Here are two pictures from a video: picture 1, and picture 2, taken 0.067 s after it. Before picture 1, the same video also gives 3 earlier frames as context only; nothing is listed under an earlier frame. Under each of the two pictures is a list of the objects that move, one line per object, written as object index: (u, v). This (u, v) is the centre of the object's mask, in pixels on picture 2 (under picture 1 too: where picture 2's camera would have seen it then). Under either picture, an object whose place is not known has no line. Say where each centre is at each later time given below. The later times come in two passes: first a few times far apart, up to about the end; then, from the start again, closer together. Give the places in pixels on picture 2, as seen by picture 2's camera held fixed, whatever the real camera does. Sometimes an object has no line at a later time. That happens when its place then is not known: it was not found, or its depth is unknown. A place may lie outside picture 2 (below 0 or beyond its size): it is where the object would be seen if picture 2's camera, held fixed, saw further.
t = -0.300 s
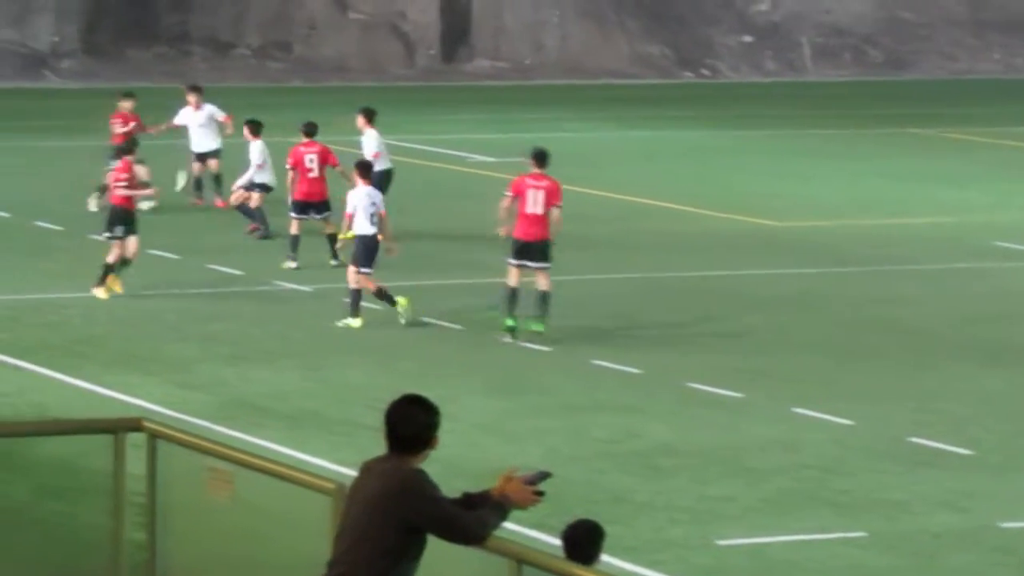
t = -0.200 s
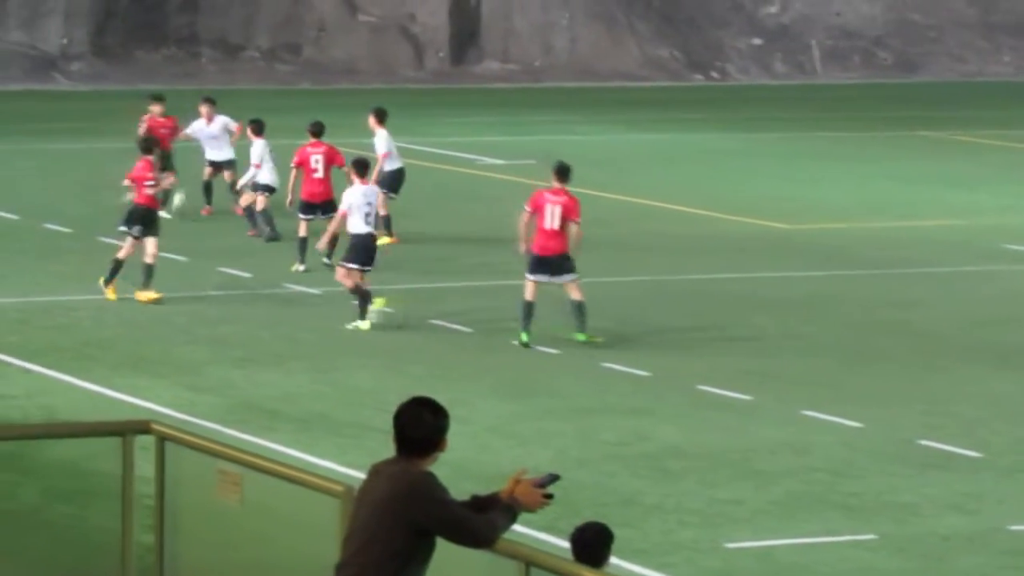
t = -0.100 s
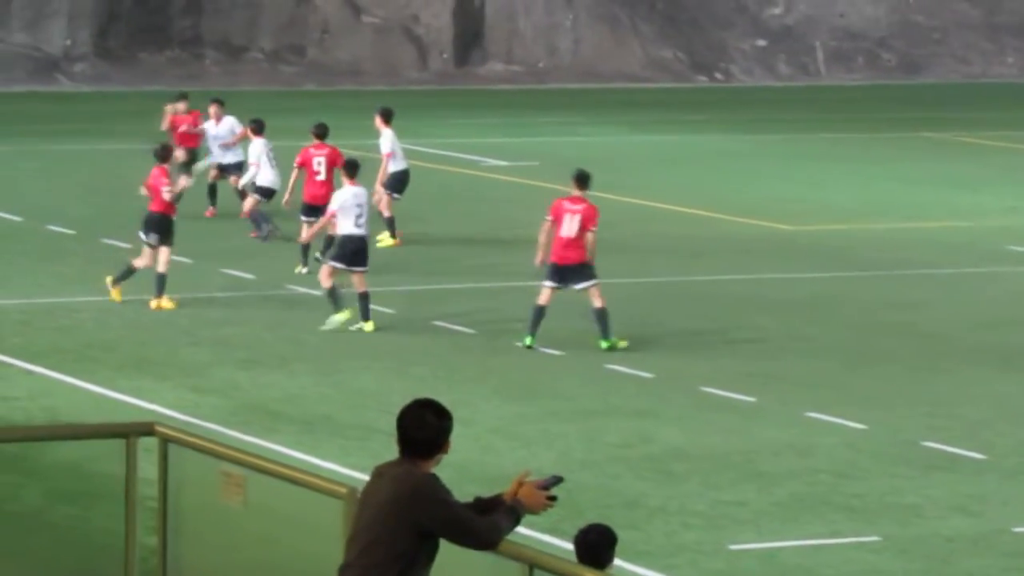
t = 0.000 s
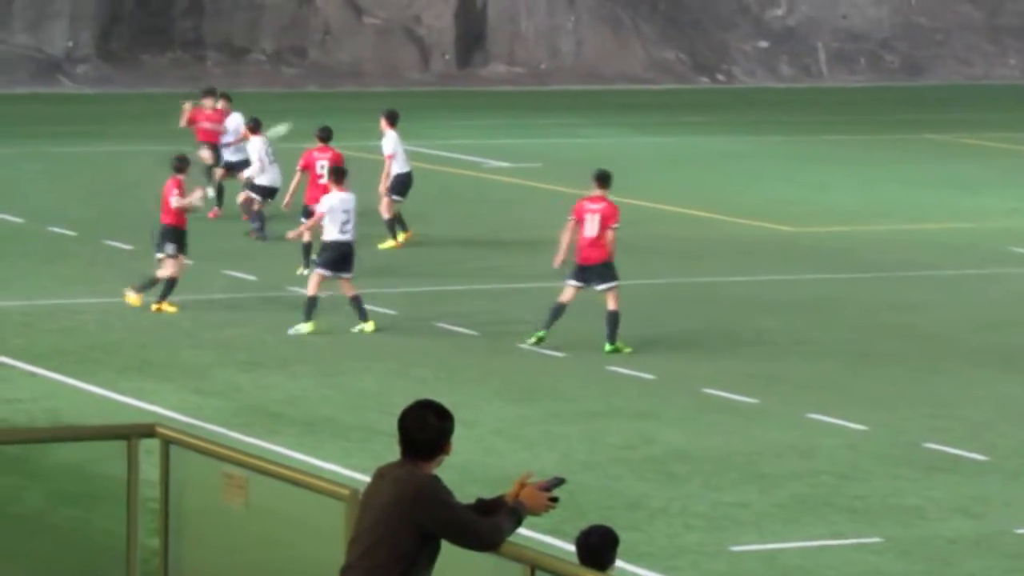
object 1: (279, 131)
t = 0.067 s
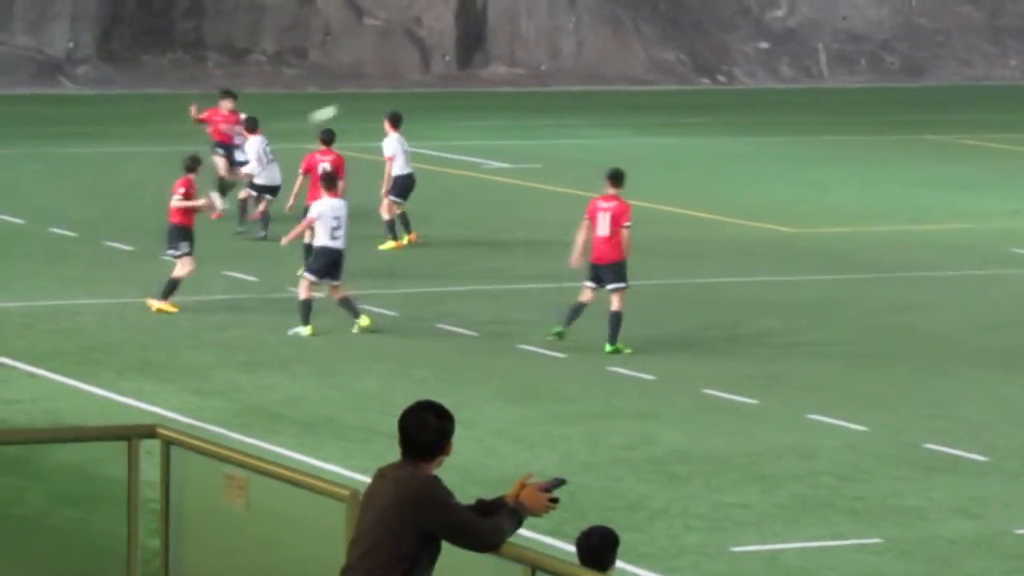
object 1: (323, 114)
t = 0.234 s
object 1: (436, 83)
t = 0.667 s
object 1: (718, 98)
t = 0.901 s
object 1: (862, 164)
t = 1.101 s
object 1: (958, 205)
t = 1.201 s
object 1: (982, 181)
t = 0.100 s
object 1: (346, 105)
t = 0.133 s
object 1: (369, 99)
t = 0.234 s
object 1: (436, 83)
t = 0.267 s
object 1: (458, 79)
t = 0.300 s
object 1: (481, 77)
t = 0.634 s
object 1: (697, 92)
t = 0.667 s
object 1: (718, 98)
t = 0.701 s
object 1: (738, 106)
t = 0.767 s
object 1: (781, 122)
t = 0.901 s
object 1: (862, 164)
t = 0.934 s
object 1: (881, 177)
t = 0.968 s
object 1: (901, 192)
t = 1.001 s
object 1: (923, 206)
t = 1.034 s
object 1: (942, 220)
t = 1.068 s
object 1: (951, 215)
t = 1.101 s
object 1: (958, 205)
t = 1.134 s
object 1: (967, 196)
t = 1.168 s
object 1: (976, 188)
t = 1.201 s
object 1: (982, 181)
